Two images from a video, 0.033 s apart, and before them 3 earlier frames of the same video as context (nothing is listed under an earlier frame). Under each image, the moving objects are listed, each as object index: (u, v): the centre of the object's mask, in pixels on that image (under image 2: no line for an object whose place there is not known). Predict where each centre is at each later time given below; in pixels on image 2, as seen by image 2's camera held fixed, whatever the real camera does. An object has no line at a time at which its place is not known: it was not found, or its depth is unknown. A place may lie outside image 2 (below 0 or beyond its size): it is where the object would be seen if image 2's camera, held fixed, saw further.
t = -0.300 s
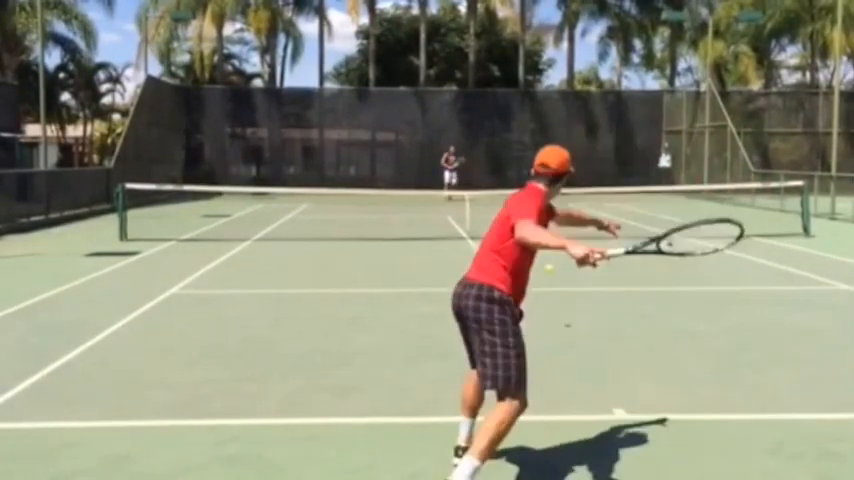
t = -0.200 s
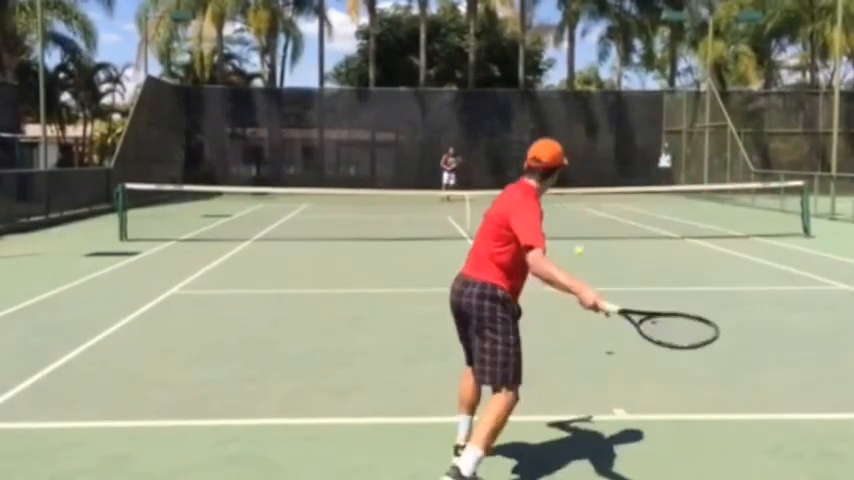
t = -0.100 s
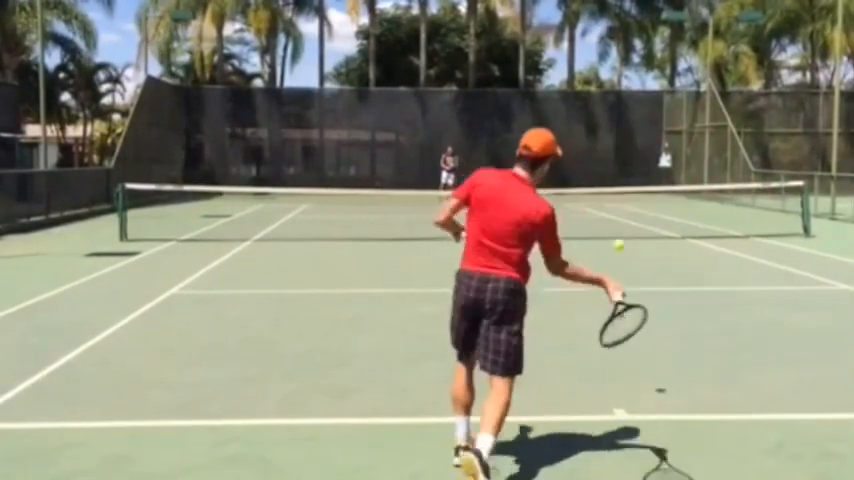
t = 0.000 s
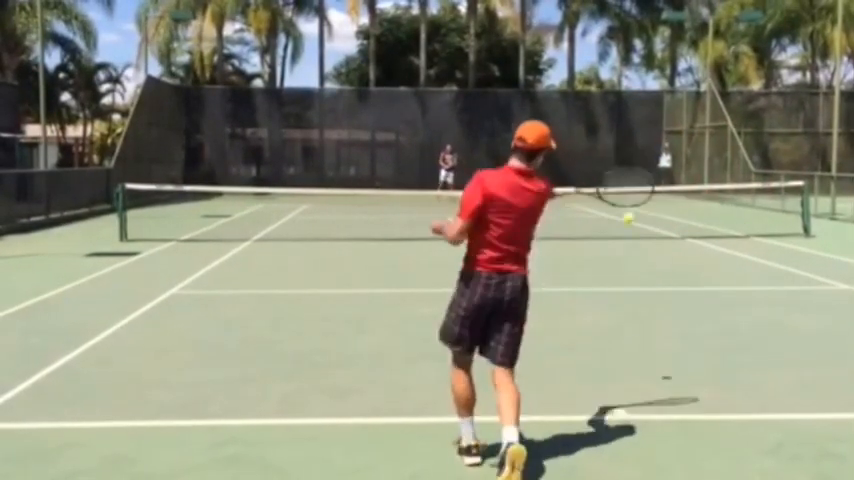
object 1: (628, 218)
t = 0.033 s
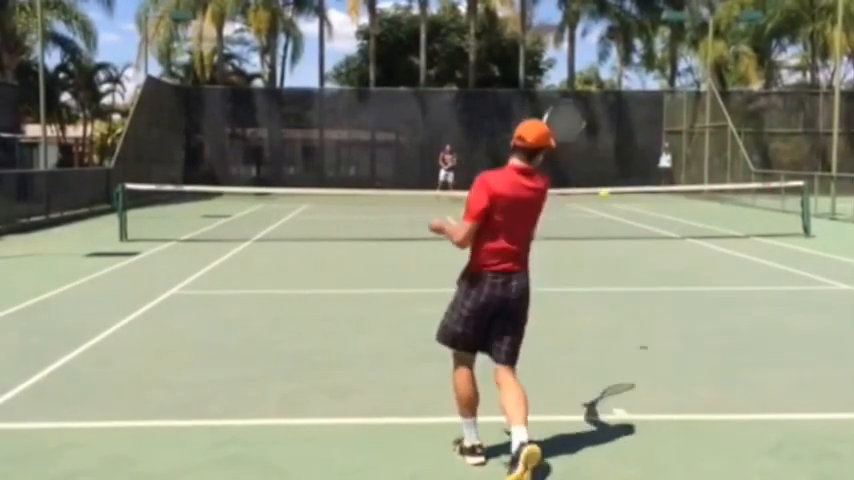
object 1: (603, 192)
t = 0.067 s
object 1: (585, 176)
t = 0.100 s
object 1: (572, 164)
